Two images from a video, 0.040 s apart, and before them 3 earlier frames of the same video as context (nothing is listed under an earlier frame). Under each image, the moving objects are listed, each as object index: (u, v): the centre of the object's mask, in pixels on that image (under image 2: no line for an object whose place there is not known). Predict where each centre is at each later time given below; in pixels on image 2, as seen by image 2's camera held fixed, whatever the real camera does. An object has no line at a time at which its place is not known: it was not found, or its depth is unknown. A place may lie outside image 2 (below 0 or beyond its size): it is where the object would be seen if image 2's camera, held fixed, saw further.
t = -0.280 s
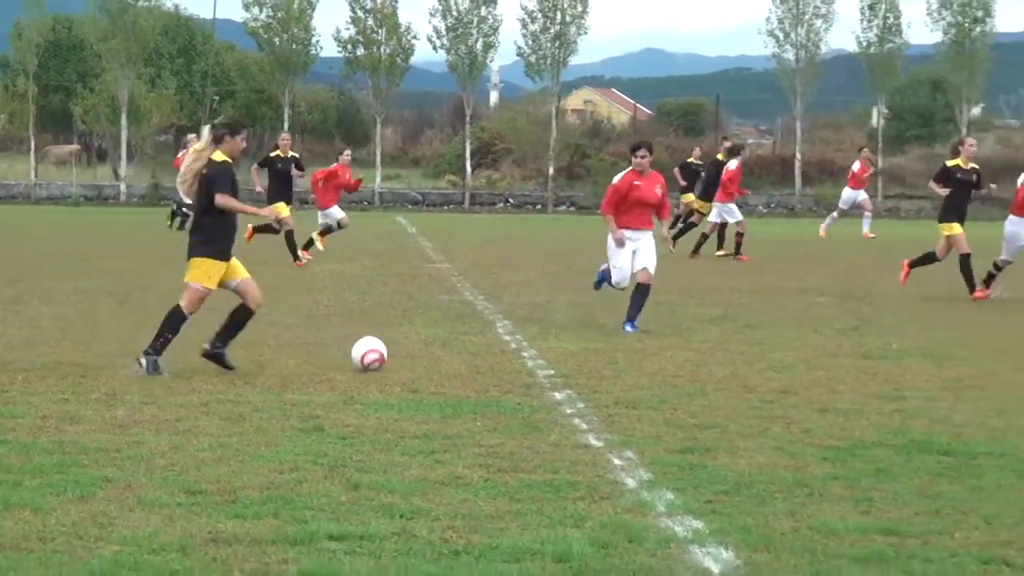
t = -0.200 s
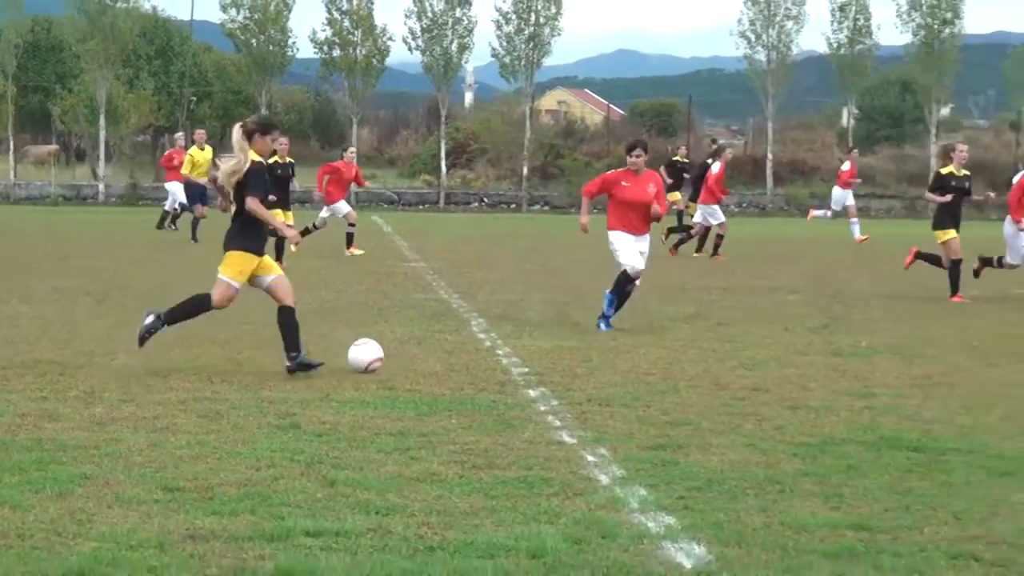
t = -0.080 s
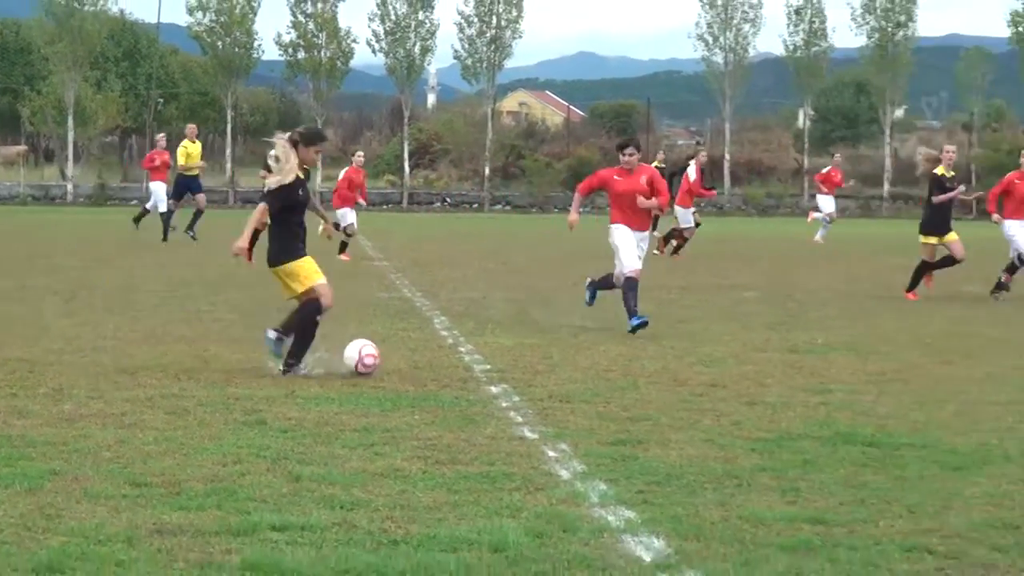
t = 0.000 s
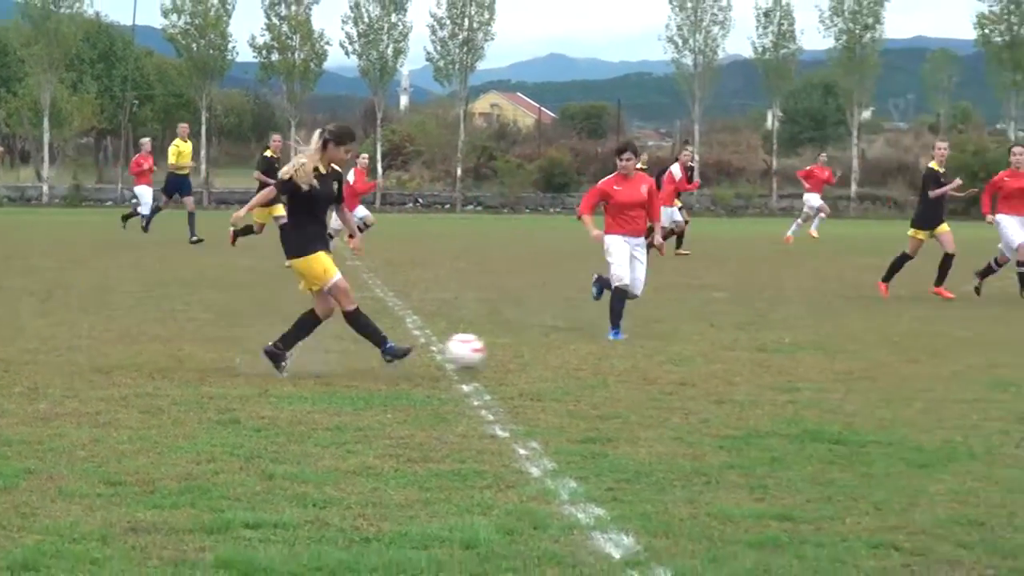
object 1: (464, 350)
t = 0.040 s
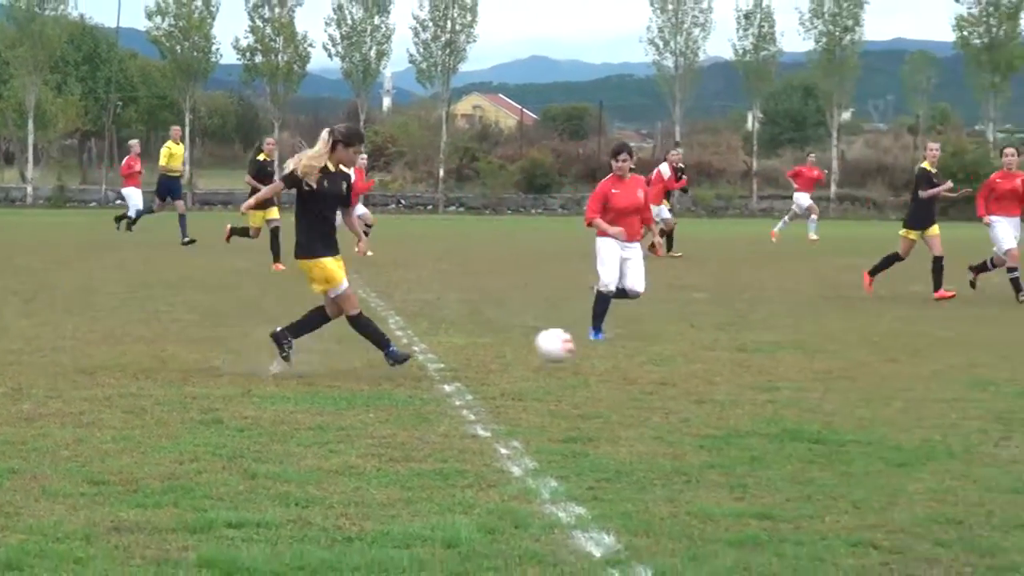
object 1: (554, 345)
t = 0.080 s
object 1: (657, 341)
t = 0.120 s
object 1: (755, 340)
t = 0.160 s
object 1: (850, 341)
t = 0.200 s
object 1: (942, 346)
